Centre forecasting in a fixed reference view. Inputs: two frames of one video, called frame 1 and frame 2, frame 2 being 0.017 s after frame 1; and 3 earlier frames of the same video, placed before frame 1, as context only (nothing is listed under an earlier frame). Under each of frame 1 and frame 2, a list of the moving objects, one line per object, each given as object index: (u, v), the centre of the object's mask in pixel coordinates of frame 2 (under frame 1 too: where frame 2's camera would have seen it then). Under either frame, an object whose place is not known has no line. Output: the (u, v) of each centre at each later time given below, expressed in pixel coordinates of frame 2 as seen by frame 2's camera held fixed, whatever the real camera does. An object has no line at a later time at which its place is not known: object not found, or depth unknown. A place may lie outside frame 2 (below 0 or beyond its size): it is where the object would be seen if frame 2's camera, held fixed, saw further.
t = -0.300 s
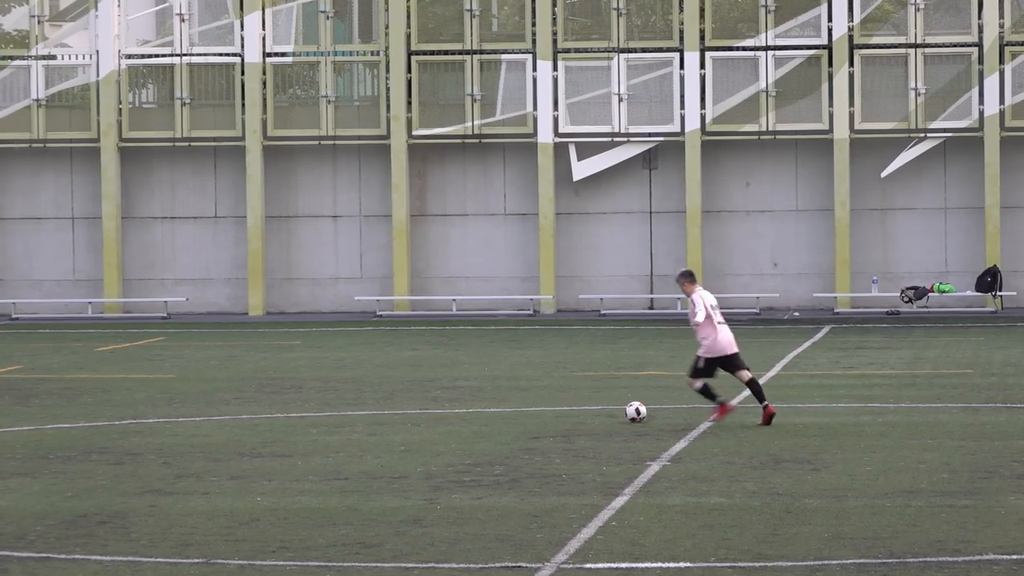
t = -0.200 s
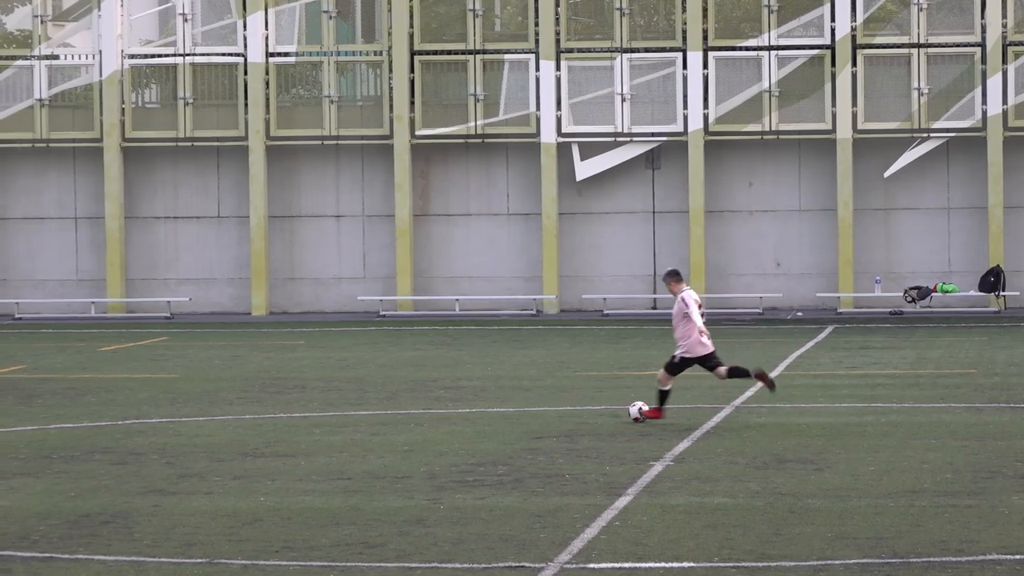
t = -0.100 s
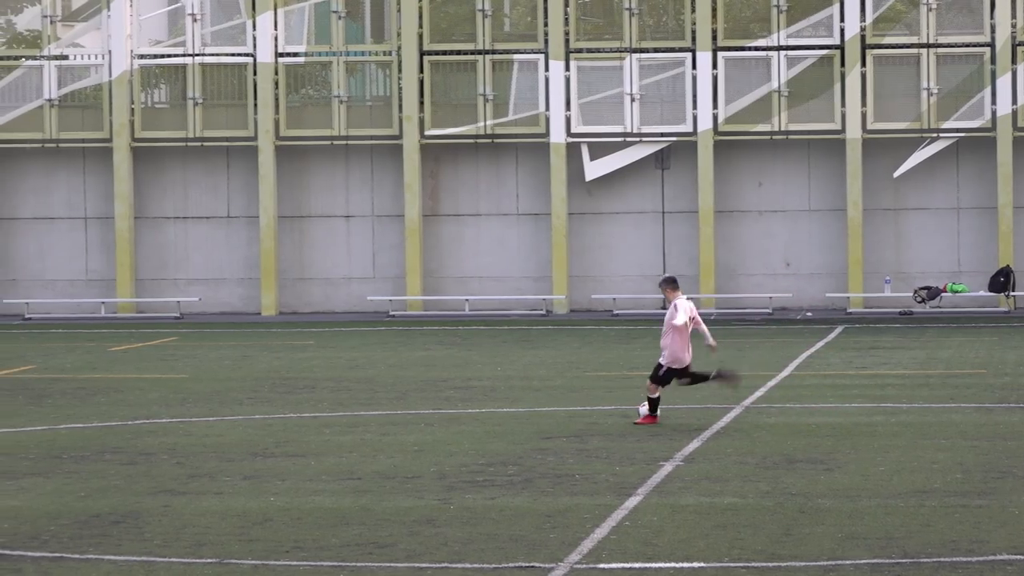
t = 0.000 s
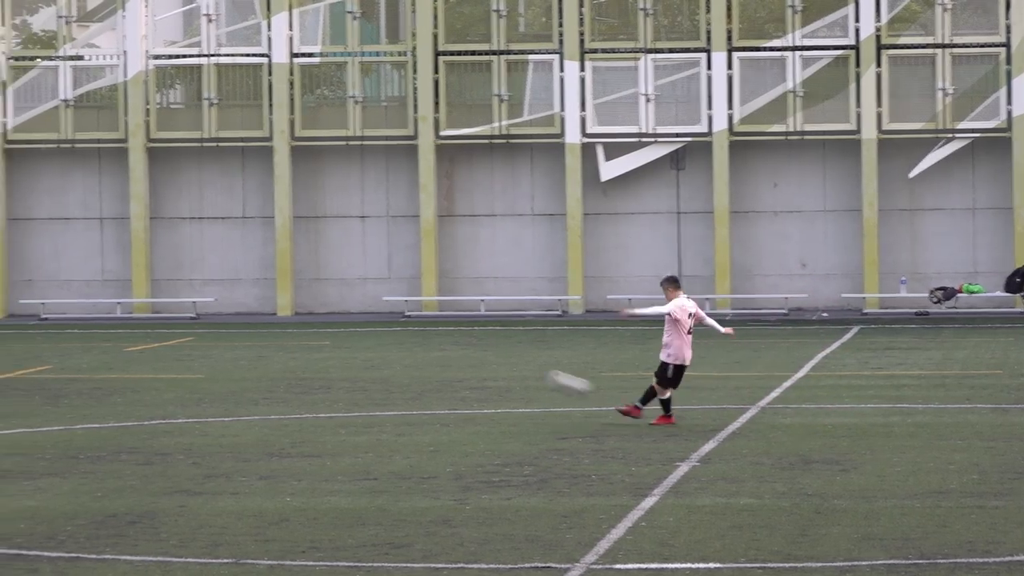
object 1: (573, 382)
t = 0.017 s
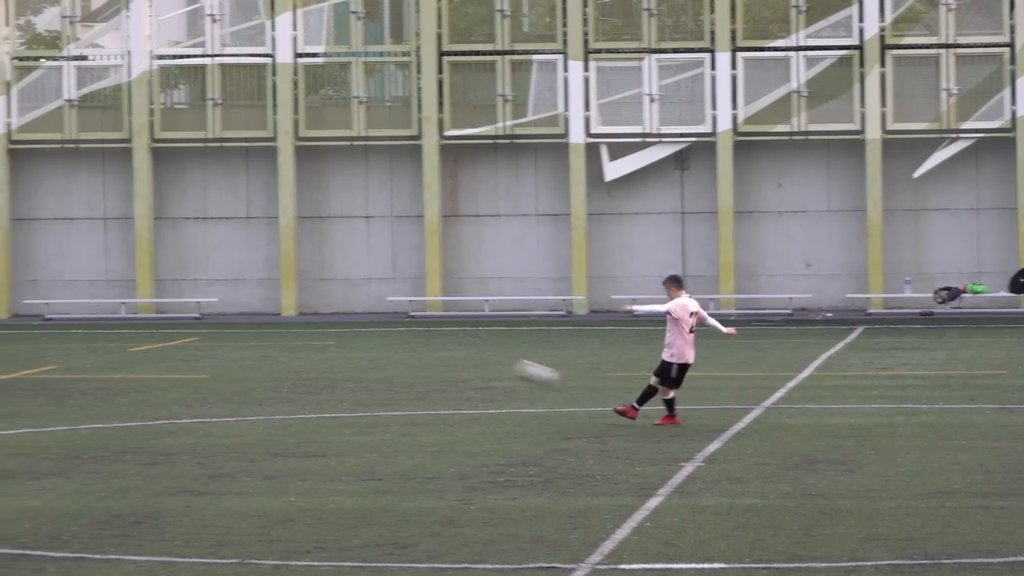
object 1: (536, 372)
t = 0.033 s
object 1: (500, 362)
